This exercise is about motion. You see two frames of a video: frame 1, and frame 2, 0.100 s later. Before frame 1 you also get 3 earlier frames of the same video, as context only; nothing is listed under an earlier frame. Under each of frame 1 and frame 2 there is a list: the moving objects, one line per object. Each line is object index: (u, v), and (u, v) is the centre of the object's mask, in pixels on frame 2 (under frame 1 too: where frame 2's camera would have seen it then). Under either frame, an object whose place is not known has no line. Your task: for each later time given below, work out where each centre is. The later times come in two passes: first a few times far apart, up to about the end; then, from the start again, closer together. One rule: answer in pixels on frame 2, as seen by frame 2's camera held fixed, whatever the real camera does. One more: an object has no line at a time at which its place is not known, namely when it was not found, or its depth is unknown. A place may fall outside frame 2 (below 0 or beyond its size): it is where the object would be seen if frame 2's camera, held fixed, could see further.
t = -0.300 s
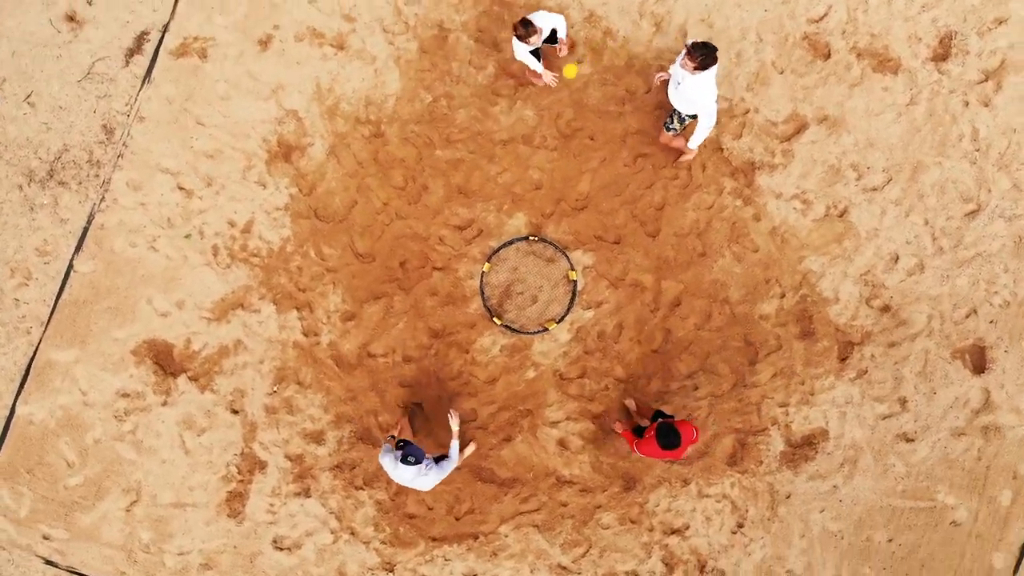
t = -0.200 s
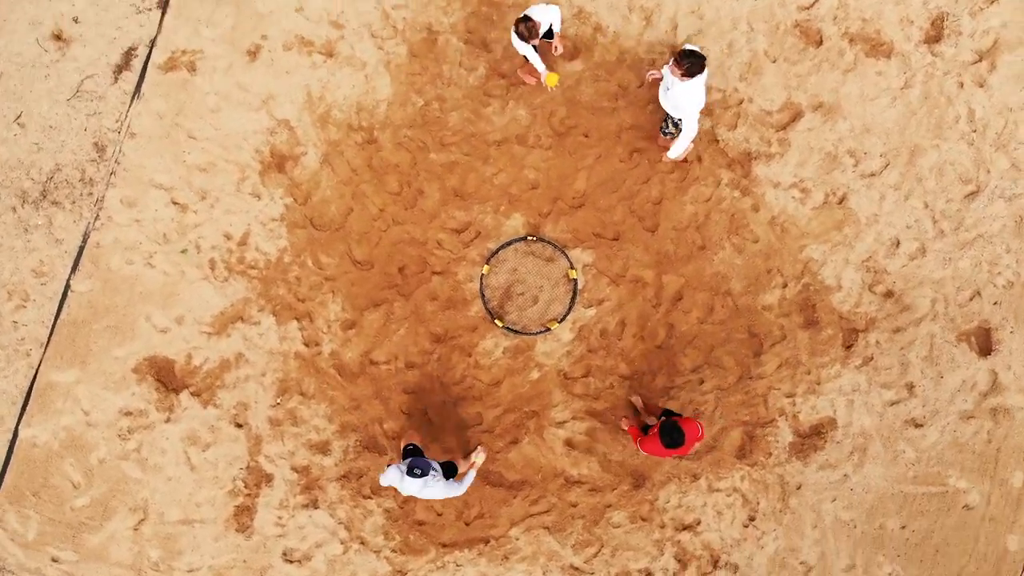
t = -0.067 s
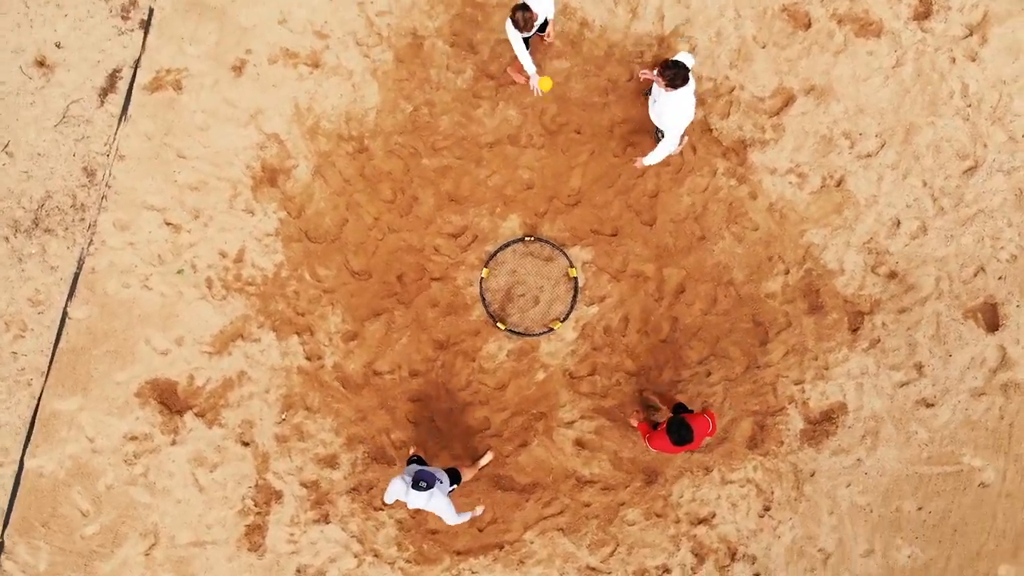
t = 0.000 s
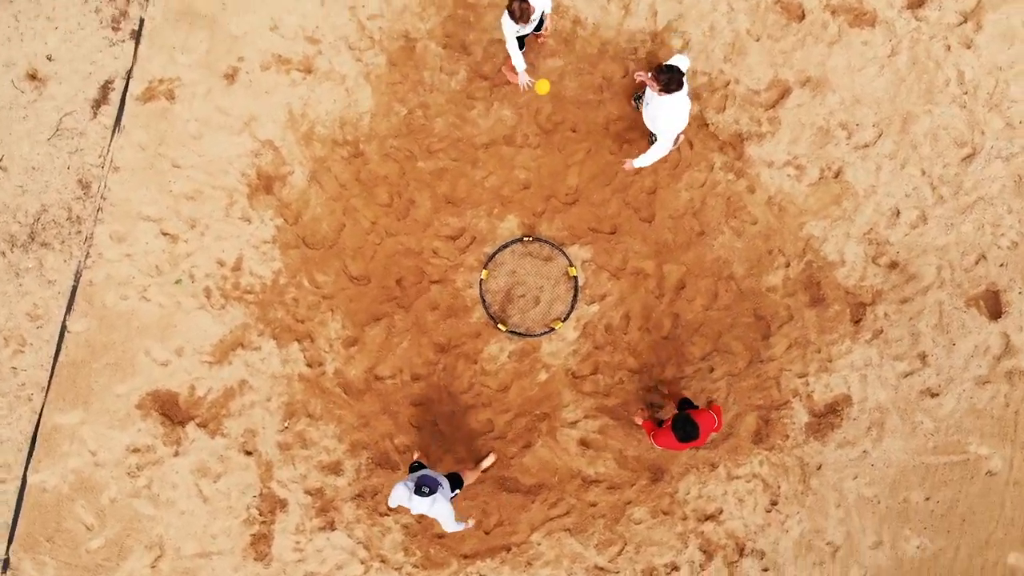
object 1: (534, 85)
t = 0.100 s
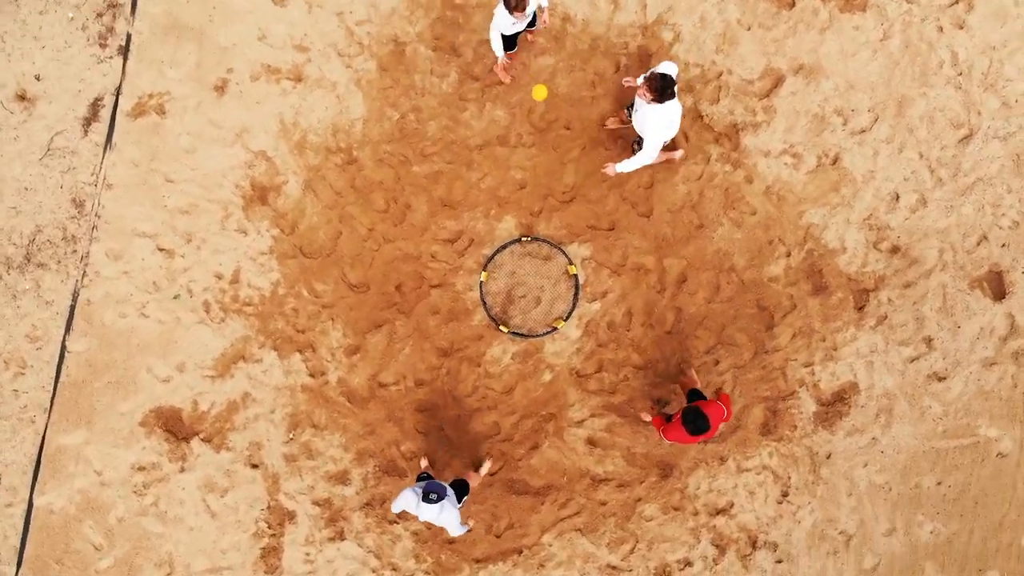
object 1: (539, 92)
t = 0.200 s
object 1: (544, 102)
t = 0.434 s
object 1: (554, 135)
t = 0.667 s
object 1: (558, 172)
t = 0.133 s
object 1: (541, 95)
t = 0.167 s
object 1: (543, 98)
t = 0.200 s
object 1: (544, 102)
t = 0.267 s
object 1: (547, 110)
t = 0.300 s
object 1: (549, 115)
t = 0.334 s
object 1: (550, 120)
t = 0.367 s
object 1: (552, 125)
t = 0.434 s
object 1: (554, 135)
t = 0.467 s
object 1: (555, 141)
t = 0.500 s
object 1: (555, 146)
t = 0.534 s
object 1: (556, 152)
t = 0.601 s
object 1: (557, 162)
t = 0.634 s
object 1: (557, 167)
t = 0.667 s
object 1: (558, 172)
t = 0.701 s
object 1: (558, 177)
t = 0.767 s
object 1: (558, 187)
